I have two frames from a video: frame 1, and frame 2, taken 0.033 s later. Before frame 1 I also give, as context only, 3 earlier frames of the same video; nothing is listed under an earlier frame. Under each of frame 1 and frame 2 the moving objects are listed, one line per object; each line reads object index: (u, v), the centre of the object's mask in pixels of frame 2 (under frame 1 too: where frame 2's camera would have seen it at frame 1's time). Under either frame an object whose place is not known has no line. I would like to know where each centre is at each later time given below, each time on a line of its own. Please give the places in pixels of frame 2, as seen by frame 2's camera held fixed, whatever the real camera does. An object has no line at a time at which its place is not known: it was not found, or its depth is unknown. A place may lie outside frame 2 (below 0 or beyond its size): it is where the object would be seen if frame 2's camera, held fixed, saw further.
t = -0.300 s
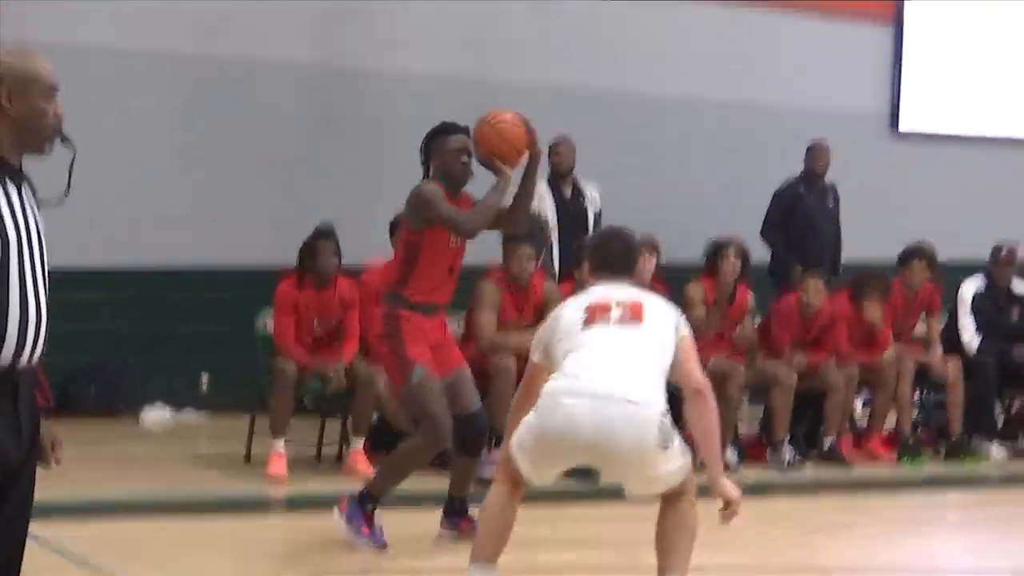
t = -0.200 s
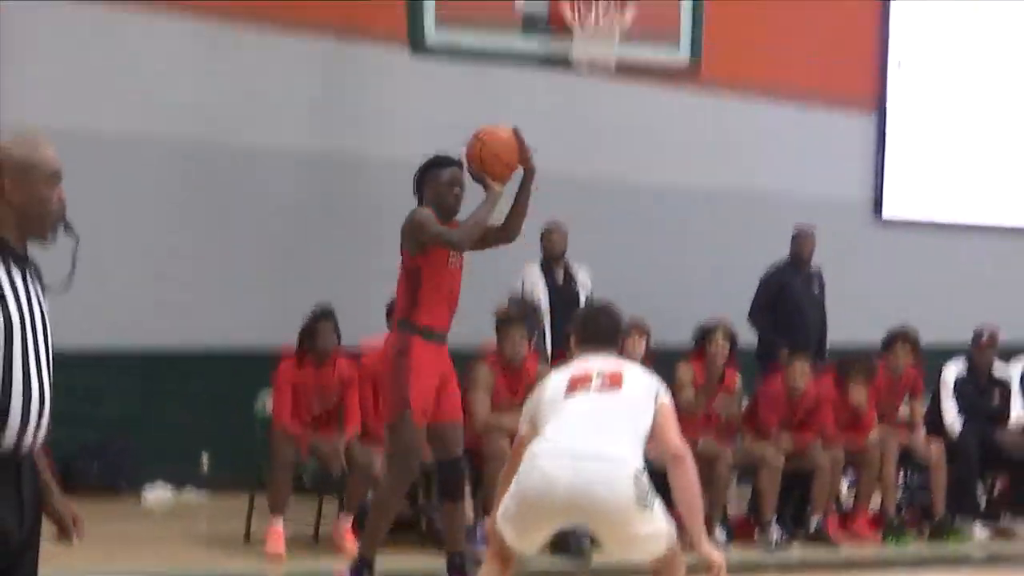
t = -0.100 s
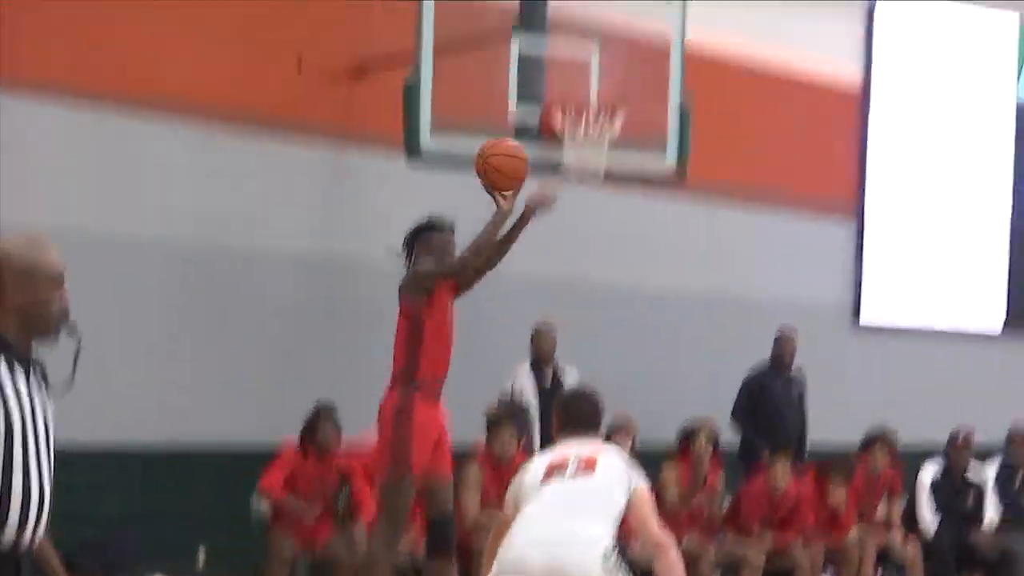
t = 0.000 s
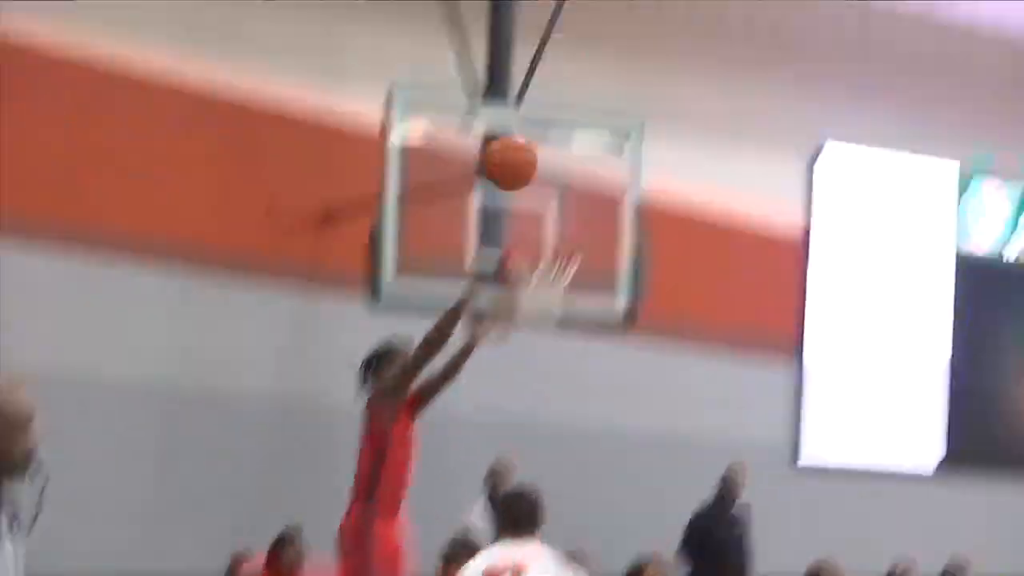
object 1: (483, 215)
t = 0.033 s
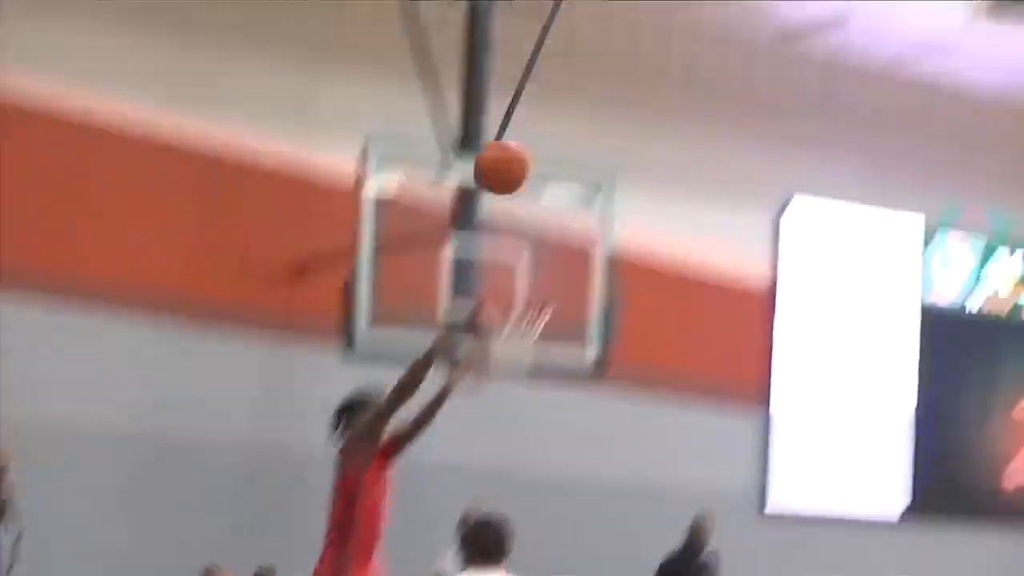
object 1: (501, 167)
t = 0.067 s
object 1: (519, 120)
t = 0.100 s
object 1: (538, 73)
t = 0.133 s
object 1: (558, 27)
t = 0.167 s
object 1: (578, -15)
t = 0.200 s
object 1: (598, -59)
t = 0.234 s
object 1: (621, -103)
